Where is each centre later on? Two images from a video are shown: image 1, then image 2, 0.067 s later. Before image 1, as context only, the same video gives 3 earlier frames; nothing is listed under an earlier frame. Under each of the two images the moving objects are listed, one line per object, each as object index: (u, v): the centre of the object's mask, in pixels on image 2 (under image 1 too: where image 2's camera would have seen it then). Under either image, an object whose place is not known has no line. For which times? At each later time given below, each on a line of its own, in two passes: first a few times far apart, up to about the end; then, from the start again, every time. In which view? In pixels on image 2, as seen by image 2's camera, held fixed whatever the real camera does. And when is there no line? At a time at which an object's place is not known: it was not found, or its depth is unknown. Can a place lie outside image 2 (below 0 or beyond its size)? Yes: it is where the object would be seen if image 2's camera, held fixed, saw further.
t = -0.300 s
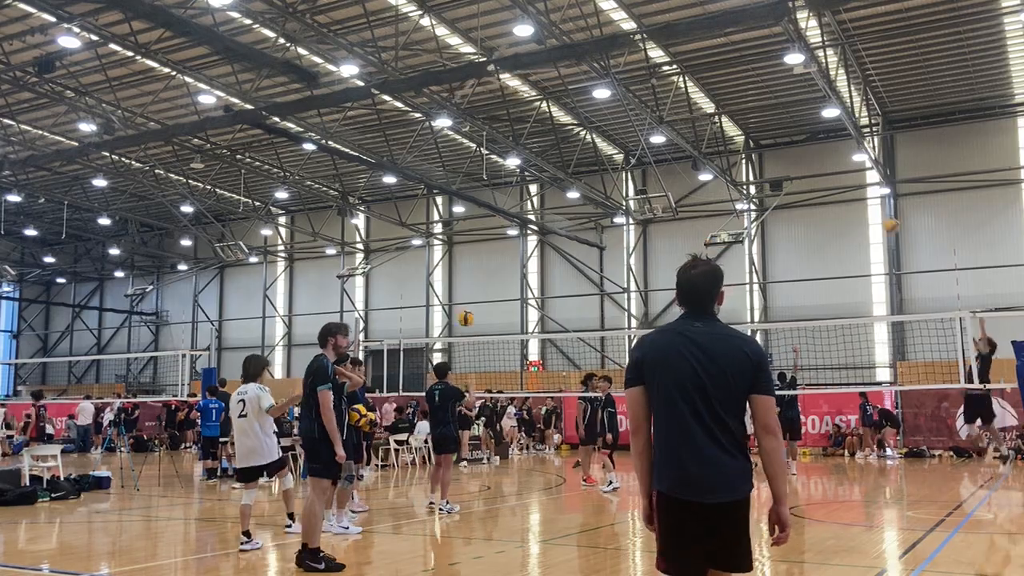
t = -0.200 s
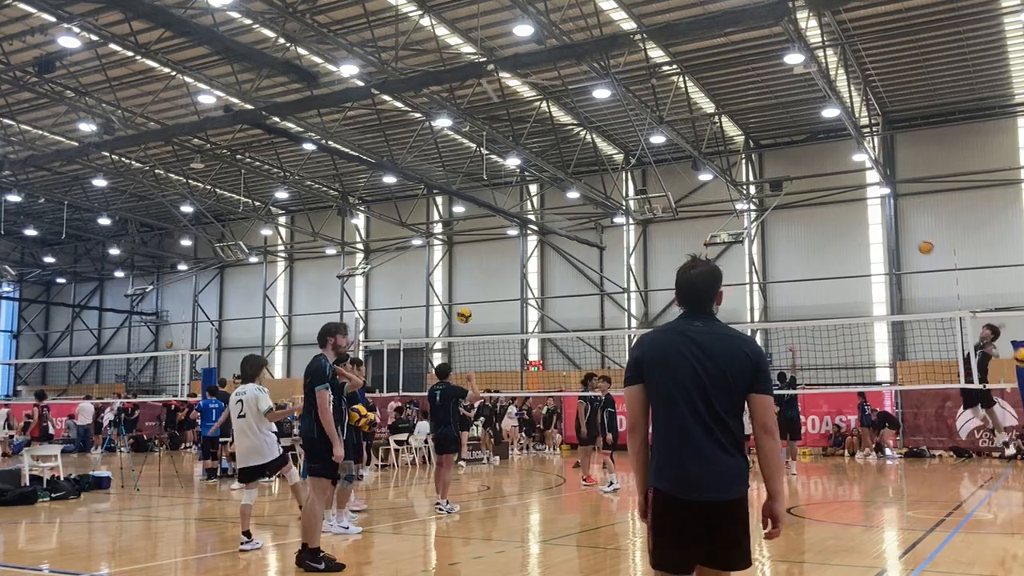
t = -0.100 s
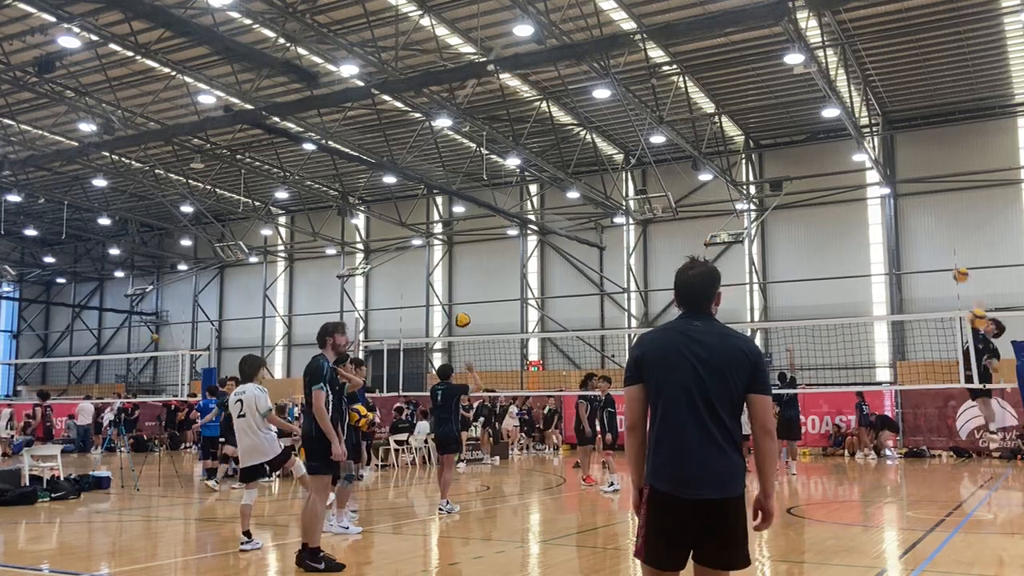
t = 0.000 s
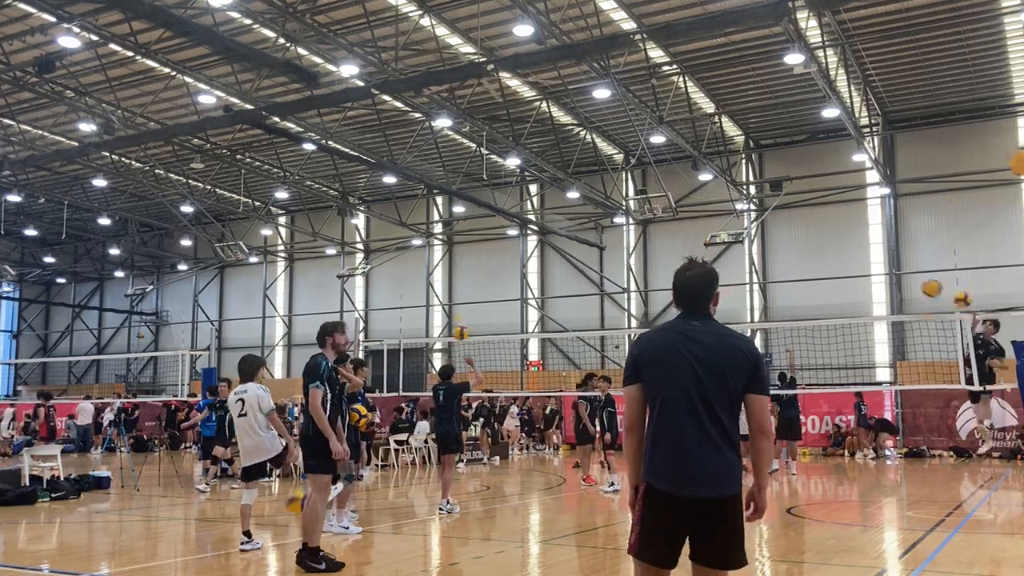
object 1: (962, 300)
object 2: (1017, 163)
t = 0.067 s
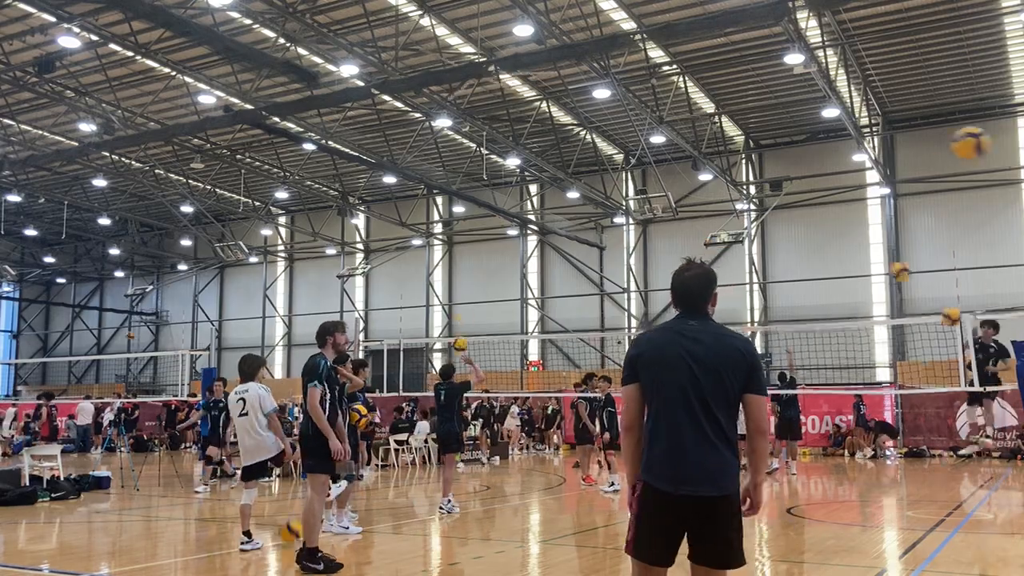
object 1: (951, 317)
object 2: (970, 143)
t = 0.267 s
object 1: (915, 415)
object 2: (819, 136)
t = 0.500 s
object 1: (851, 520)
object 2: (659, 202)
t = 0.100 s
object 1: (945, 328)
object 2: (944, 137)
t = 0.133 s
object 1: (939, 341)
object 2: (919, 134)
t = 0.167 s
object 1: (932, 355)
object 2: (894, 132)
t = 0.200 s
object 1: (924, 371)
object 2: (868, 131)
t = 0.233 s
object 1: (920, 393)
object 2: (843, 134)
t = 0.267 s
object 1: (915, 415)
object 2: (819, 136)
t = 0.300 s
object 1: (907, 443)
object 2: (795, 141)
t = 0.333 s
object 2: (773, 147)
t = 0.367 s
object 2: (749, 154)
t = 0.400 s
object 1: (880, 565)
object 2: (727, 163)
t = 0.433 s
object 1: (871, 569)
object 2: (703, 174)
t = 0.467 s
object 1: (861, 549)
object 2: (682, 186)
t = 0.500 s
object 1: (851, 520)
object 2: (659, 202)
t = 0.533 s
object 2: (638, 216)
